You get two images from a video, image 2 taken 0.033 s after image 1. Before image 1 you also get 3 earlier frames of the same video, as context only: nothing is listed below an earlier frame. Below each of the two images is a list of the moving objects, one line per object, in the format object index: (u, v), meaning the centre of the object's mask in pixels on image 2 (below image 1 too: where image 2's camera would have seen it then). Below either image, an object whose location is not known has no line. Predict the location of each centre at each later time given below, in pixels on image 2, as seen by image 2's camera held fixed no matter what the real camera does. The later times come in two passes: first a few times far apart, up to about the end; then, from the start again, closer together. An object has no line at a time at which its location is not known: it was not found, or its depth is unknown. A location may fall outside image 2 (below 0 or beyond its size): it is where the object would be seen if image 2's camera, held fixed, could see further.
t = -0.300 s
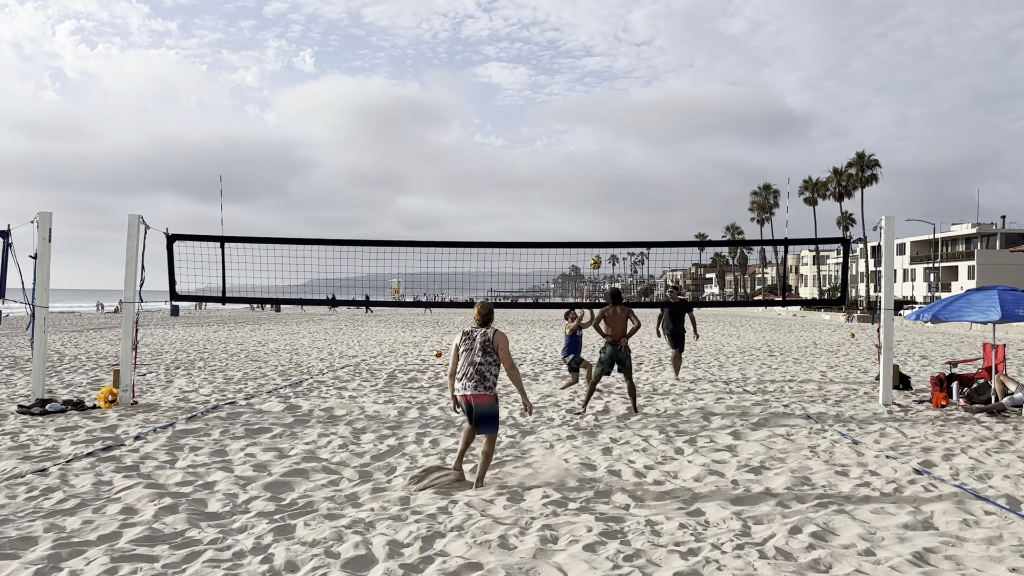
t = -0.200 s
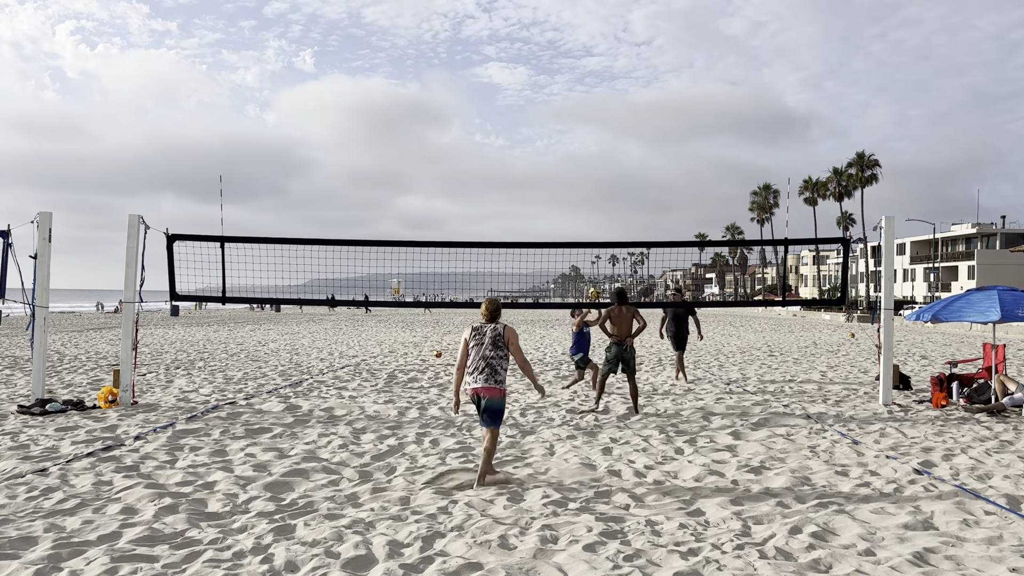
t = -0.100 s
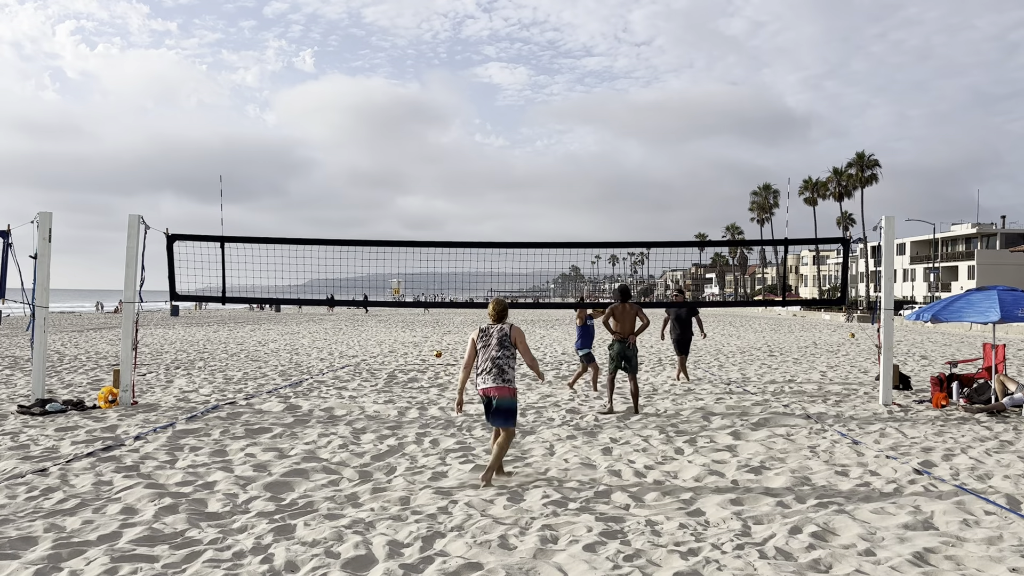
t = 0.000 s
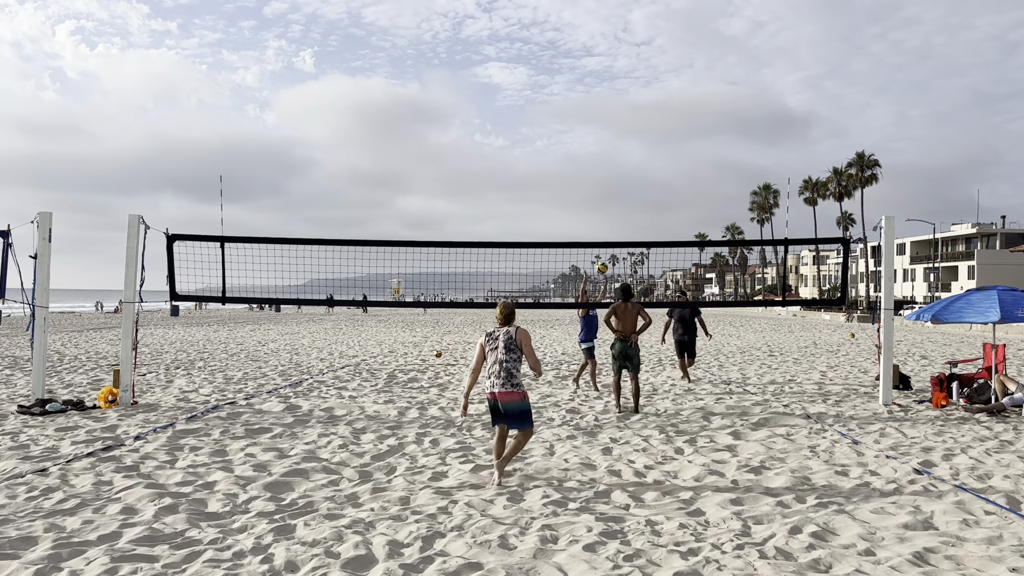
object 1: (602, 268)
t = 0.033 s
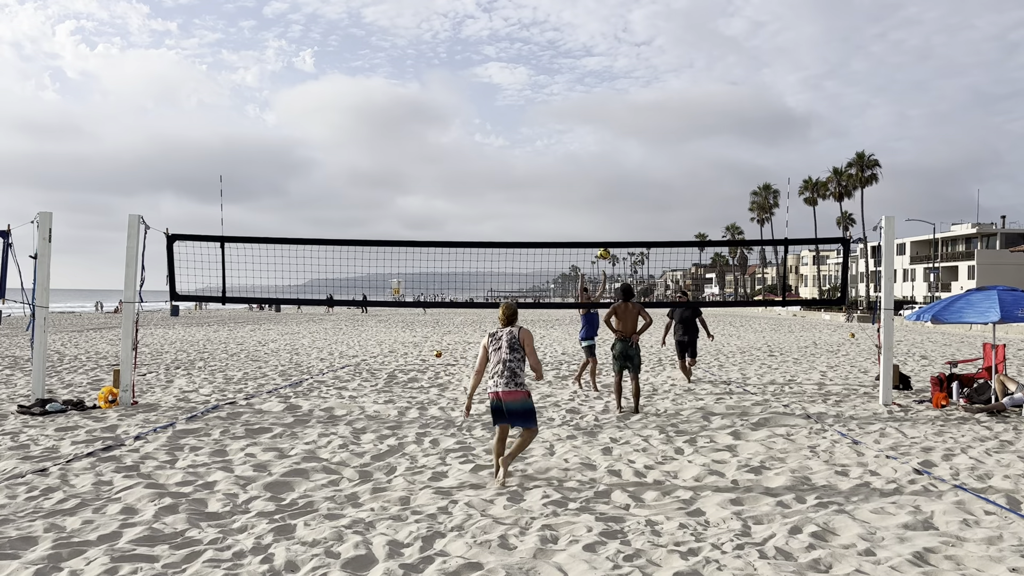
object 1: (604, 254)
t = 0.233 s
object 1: (617, 182)
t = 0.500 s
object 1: (633, 125)
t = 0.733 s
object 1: (648, 112)
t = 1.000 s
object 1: (664, 136)
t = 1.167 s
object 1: (673, 172)
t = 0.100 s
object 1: (608, 227)
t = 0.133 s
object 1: (610, 215)
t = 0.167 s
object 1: (612, 203)
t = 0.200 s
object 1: (615, 192)
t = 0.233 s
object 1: (617, 182)
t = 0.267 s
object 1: (619, 172)
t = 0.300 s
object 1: (621, 163)
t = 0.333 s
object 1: (623, 155)
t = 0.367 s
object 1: (625, 148)
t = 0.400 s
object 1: (628, 141)
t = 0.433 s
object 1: (630, 135)
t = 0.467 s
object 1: (632, 130)
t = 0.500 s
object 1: (633, 125)
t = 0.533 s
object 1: (636, 121)
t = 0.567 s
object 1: (638, 118)
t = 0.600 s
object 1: (640, 115)
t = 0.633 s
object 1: (642, 113)
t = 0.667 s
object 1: (644, 112)
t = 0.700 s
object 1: (646, 111)
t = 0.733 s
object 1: (648, 112)
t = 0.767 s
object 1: (650, 112)
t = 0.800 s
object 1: (652, 114)
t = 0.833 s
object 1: (654, 116)
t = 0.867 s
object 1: (656, 118)
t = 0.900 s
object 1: (658, 122)
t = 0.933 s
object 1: (660, 126)
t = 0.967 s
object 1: (662, 130)
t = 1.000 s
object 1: (664, 136)
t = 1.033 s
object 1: (665, 142)
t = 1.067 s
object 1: (667, 148)
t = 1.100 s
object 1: (669, 155)
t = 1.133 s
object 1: (671, 163)
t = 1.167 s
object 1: (673, 172)
